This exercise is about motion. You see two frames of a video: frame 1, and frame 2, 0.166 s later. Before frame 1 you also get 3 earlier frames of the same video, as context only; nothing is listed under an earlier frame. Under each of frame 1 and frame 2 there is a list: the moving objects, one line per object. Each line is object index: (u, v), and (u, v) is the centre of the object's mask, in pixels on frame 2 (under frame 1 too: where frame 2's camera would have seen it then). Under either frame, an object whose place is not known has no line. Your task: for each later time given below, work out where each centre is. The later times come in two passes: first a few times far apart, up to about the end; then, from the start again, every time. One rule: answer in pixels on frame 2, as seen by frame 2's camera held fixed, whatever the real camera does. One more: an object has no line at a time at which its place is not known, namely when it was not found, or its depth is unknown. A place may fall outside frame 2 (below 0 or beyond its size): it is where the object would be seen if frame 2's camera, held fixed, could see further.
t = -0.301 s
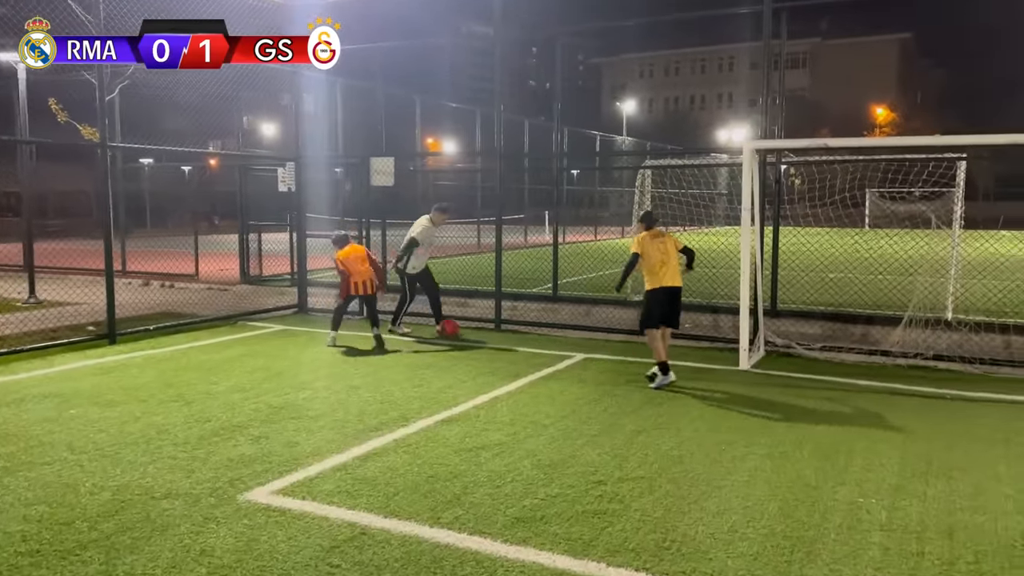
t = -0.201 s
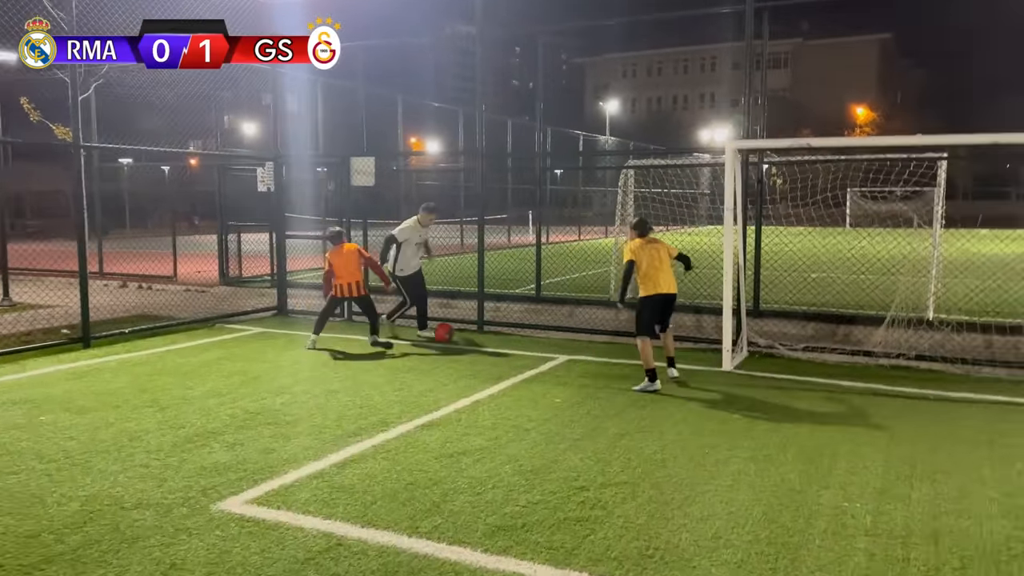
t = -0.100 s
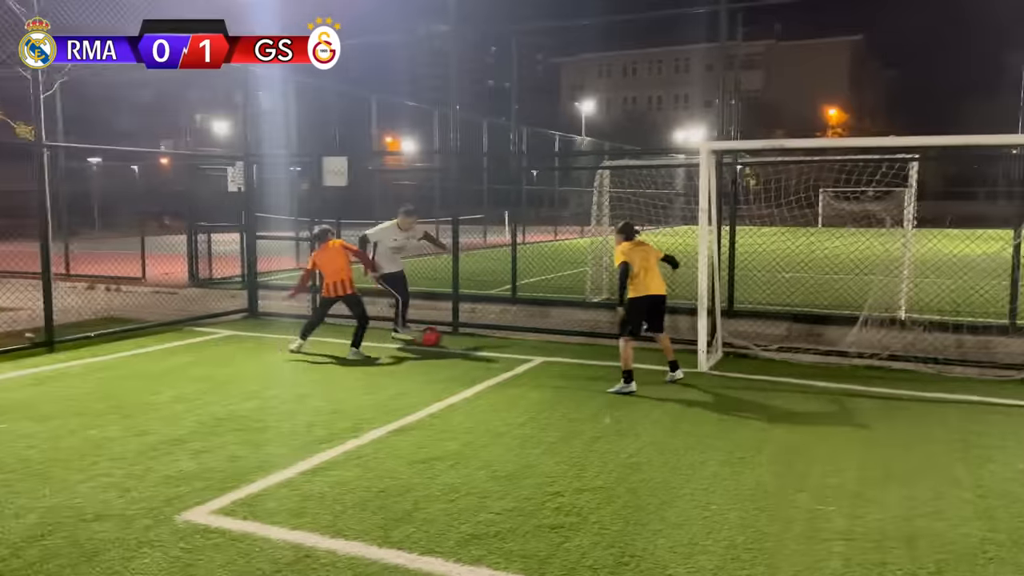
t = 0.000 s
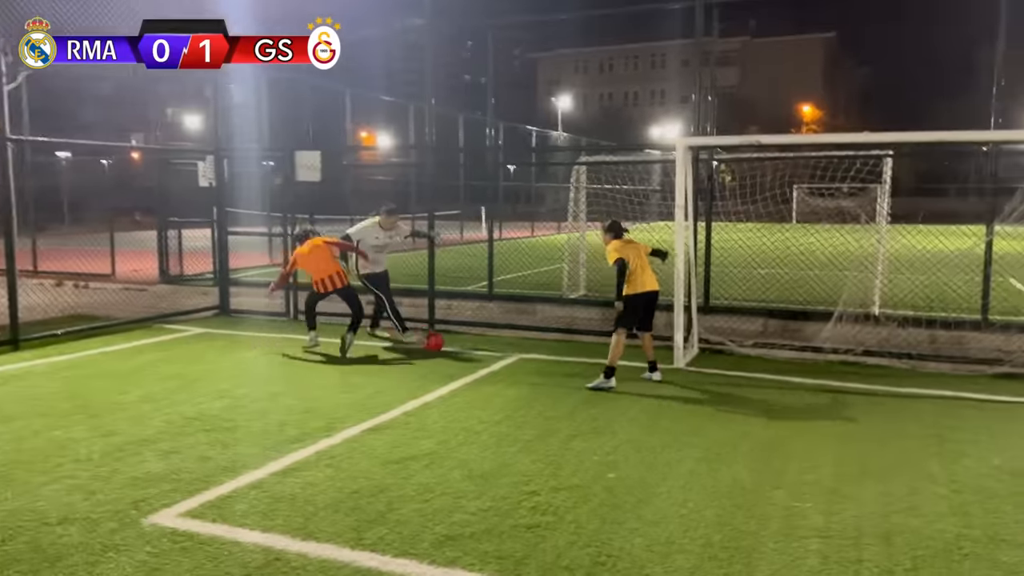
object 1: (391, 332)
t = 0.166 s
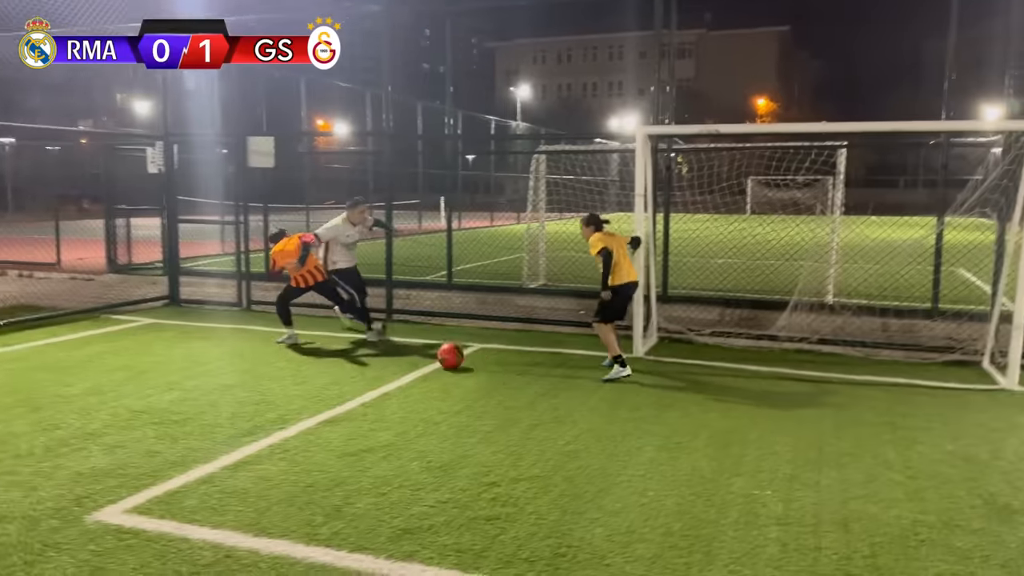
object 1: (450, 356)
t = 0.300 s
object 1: (507, 377)
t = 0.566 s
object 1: (650, 433)
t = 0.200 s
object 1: (464, 361)
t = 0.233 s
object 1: (478, 366)
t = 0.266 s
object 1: (492, 372)
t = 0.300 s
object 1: (507, 377)
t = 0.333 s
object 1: (523, 384)
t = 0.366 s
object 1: (539, 391)
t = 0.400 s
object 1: (555, 396)
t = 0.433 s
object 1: (573, 403)
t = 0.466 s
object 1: (592, 411)
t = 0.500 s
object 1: (610, 418)
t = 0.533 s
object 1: (629, 425)
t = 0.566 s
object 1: (650, 433)
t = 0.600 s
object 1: (670, 441)
